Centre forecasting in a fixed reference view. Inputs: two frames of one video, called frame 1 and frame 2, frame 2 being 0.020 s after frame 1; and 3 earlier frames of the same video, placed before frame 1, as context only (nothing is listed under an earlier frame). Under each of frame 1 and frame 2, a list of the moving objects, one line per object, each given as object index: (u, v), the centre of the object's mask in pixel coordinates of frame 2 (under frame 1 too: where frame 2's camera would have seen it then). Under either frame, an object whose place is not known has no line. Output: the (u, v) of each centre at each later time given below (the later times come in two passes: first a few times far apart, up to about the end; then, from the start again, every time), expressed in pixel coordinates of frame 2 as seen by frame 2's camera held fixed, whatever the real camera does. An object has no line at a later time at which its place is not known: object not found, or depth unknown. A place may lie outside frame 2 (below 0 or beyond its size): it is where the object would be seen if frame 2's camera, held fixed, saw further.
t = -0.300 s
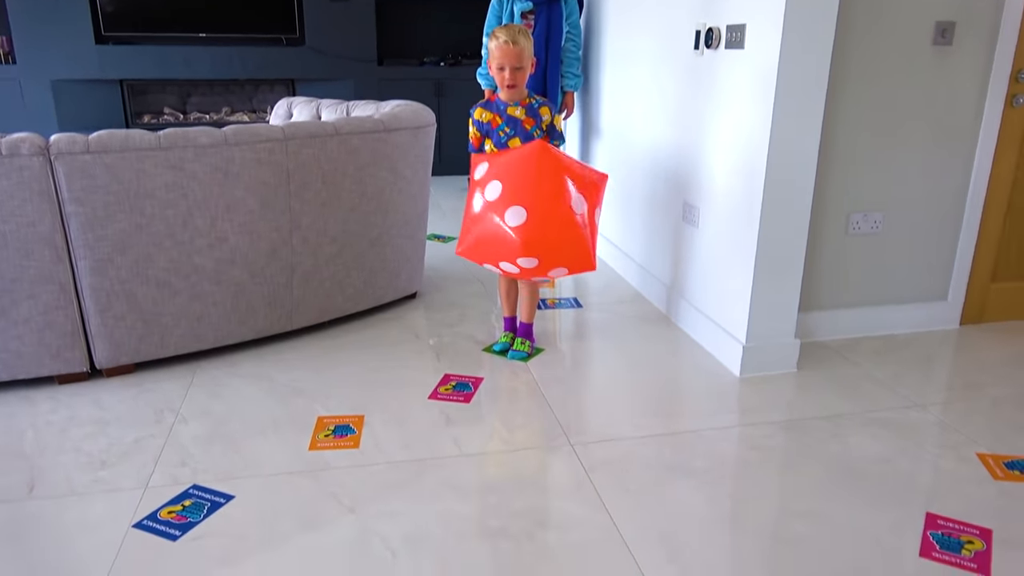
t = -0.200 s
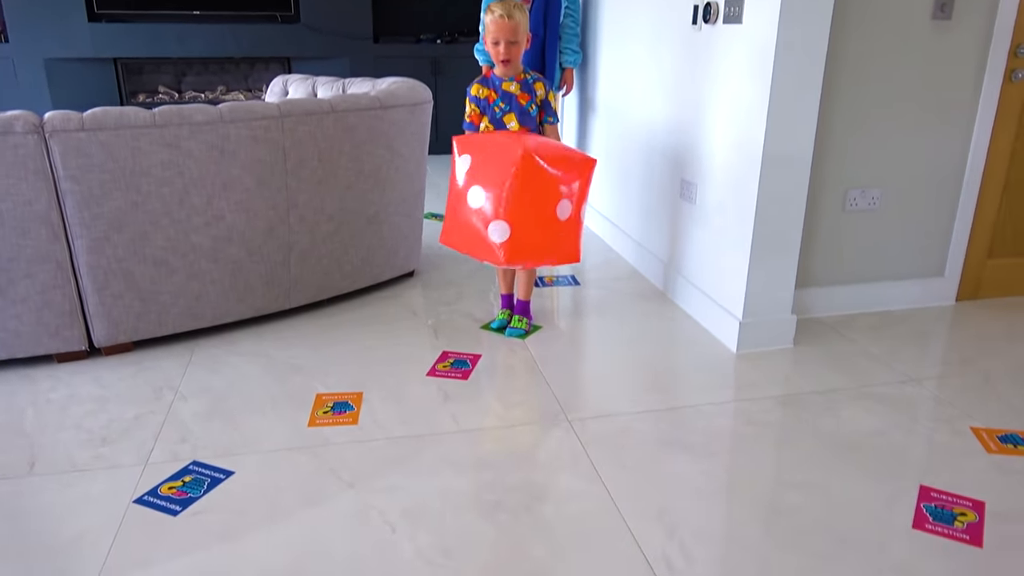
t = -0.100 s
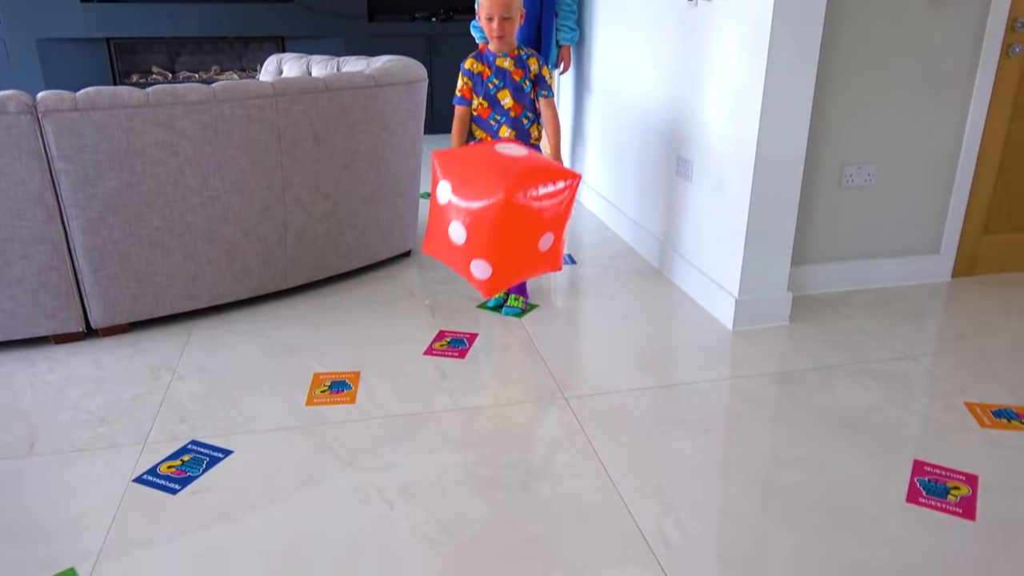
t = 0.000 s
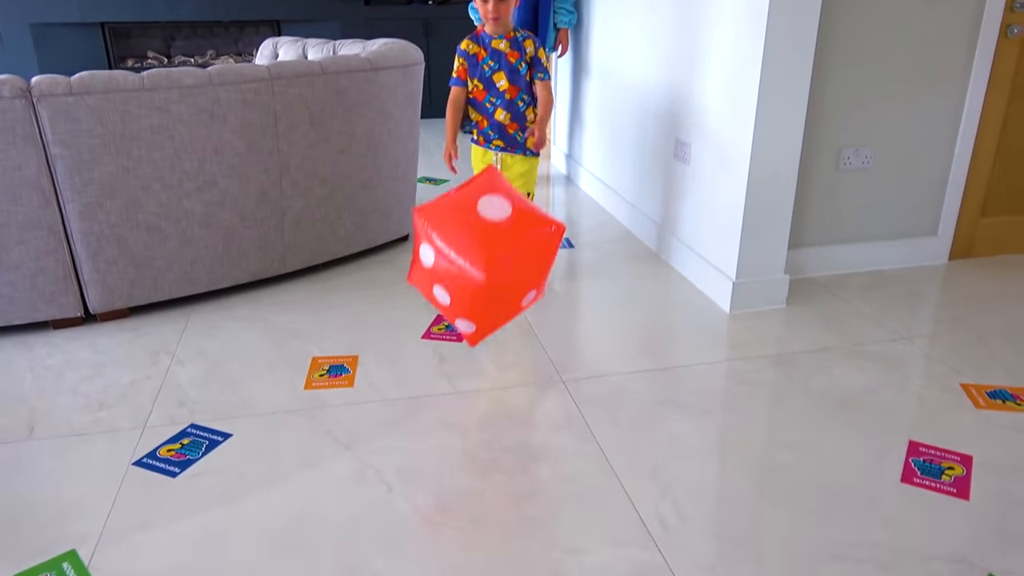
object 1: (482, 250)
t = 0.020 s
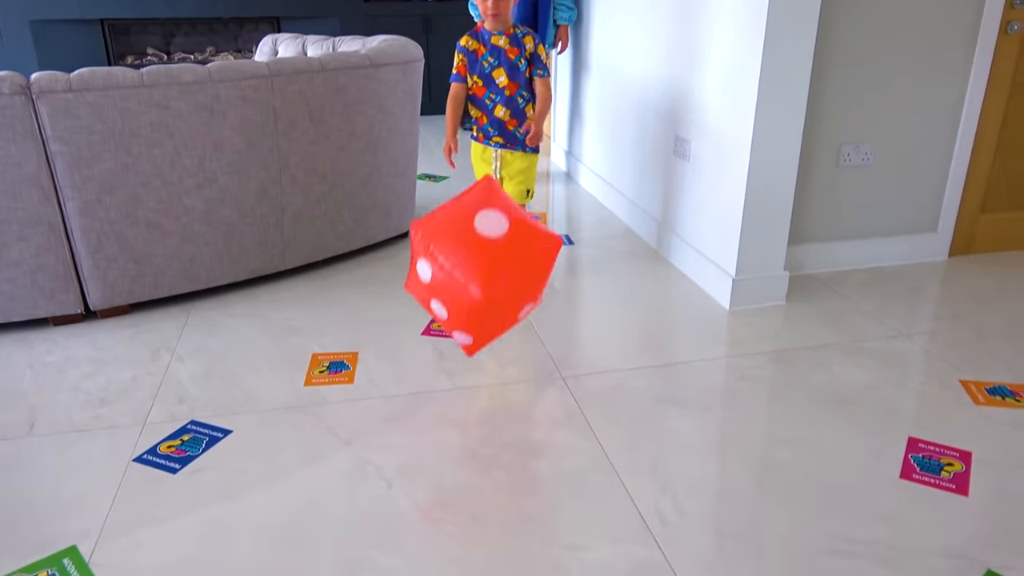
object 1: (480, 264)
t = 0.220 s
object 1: (464, 358)
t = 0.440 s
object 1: (456, 372)
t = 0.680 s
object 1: (442, 433)
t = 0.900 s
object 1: (429, 471)
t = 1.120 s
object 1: (443, 507)
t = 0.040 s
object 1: (477, 279)
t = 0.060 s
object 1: (475, 294)
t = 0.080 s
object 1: (473, 310)
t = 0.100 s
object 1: (471, 326)
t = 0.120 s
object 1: (469, 343)
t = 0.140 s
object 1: (468, 361)
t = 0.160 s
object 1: (467, 369)
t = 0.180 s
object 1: (466, 366)
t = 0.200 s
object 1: (465, 362)
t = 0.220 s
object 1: (464, 358)
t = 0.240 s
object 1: (463, 355)
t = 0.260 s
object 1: (463, 353)
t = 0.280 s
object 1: (462, 351)
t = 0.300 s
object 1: (461, 351)
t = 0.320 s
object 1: (460, 351)
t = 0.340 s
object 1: (459, 352)
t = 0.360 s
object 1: (458, 354)
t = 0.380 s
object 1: (458, 357)
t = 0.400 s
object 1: (457, 361)
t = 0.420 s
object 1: (457, 366)
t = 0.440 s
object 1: (456, 372)
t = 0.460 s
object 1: (456, 379)
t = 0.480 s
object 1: (456, 387)
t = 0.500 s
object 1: (455, 396)
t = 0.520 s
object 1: (455, 406)
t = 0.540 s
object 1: (455, 417)
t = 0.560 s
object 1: (455, 425)
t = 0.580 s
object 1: (453, 430)
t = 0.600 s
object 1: (451, 432)
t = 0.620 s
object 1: (449, 431)
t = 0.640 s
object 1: (447, 431)
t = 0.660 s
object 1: (445, 431)
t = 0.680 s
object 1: (442, 433)
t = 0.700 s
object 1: (440, 435)
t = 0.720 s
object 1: (438, 439)
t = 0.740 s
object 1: (436, 443)
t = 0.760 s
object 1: (434, 448)
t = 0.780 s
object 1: (432, 455)
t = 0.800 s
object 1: (430, 461)
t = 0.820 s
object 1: (428, 466)
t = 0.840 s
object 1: (428, 467)
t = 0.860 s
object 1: (428, 468)
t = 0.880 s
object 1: (428, 469)
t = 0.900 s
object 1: (429, 471)
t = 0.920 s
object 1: (429, 473)
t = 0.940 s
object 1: (430, 478)
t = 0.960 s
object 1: (431, 484)
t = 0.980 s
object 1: (431, 490)
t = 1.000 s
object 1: (432, 496)
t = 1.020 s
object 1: (433, 498)
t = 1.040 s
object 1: (435, 499)
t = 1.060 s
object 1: (437, 499)
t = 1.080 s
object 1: (439, 501)
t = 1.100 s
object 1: (441, 504)
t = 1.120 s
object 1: (443, 507)
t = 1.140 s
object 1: (446, 507)
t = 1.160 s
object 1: (449, 507)
